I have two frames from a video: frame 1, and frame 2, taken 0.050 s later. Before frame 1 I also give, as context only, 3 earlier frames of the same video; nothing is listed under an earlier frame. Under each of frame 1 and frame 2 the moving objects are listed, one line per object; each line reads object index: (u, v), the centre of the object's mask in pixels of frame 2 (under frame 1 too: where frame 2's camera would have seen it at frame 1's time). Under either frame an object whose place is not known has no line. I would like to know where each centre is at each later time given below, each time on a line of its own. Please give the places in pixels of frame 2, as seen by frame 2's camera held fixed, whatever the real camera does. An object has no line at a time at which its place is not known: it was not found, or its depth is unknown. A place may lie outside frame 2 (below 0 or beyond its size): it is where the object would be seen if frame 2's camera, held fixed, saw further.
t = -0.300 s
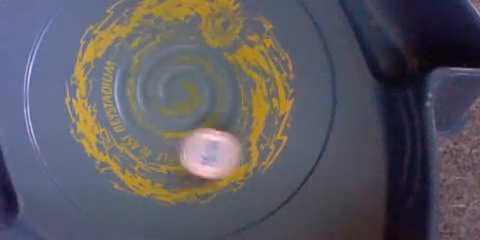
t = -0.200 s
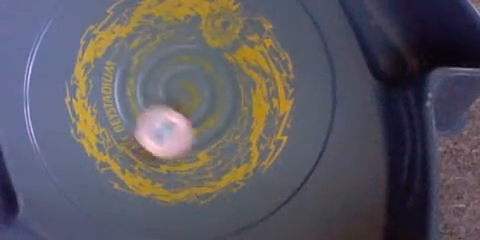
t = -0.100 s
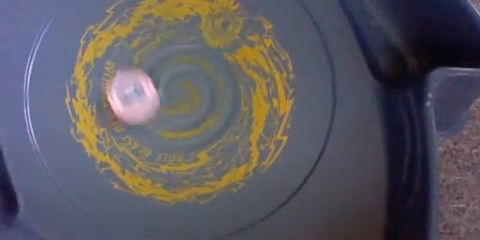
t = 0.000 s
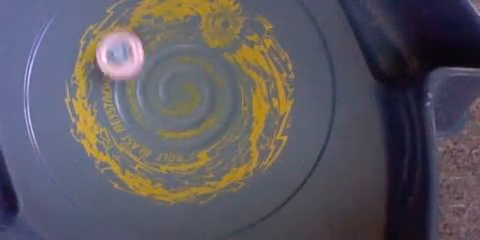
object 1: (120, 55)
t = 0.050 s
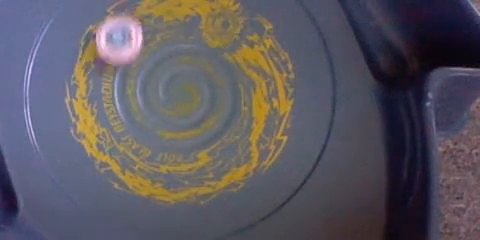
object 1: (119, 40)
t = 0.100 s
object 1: (122, 22)
